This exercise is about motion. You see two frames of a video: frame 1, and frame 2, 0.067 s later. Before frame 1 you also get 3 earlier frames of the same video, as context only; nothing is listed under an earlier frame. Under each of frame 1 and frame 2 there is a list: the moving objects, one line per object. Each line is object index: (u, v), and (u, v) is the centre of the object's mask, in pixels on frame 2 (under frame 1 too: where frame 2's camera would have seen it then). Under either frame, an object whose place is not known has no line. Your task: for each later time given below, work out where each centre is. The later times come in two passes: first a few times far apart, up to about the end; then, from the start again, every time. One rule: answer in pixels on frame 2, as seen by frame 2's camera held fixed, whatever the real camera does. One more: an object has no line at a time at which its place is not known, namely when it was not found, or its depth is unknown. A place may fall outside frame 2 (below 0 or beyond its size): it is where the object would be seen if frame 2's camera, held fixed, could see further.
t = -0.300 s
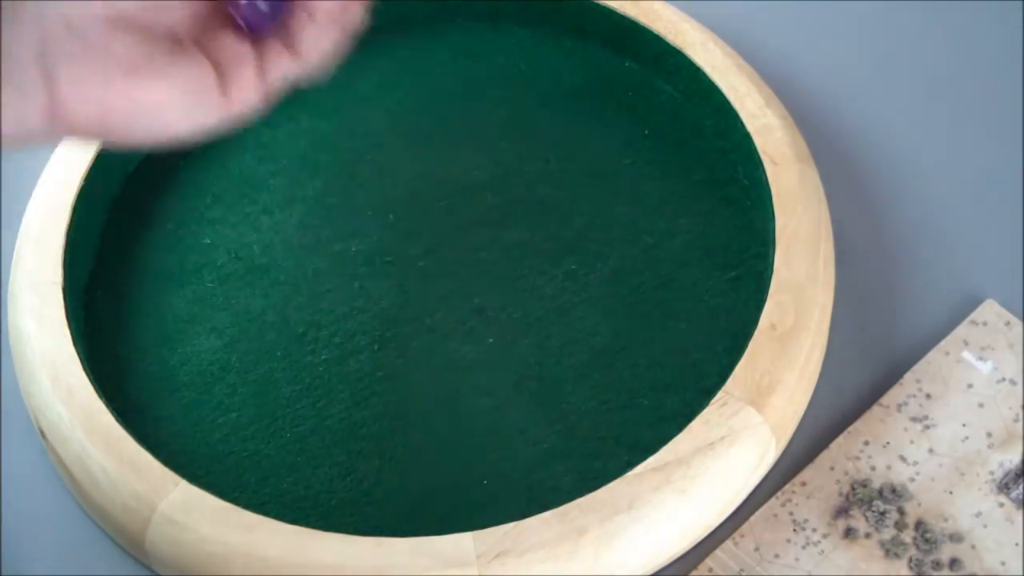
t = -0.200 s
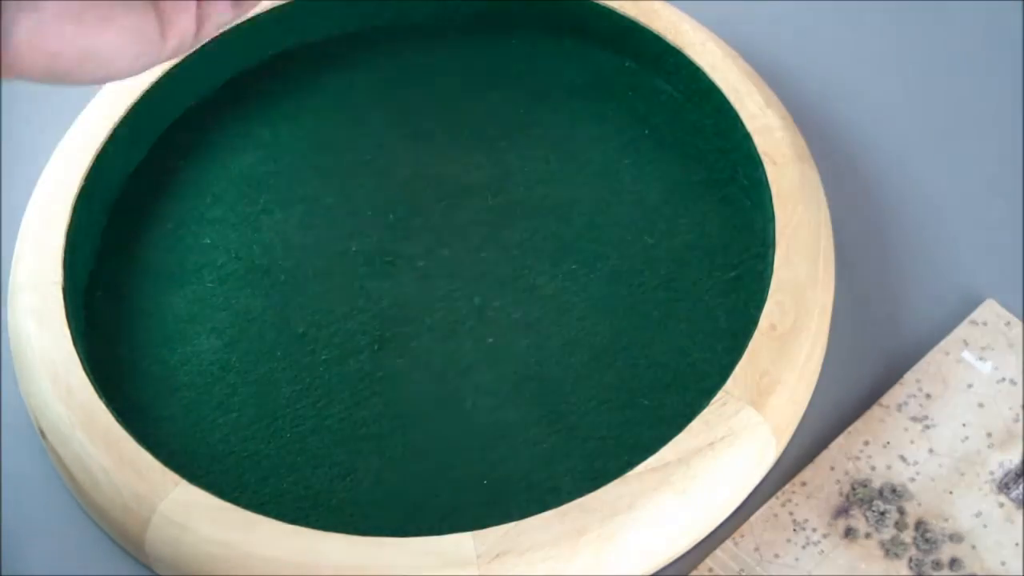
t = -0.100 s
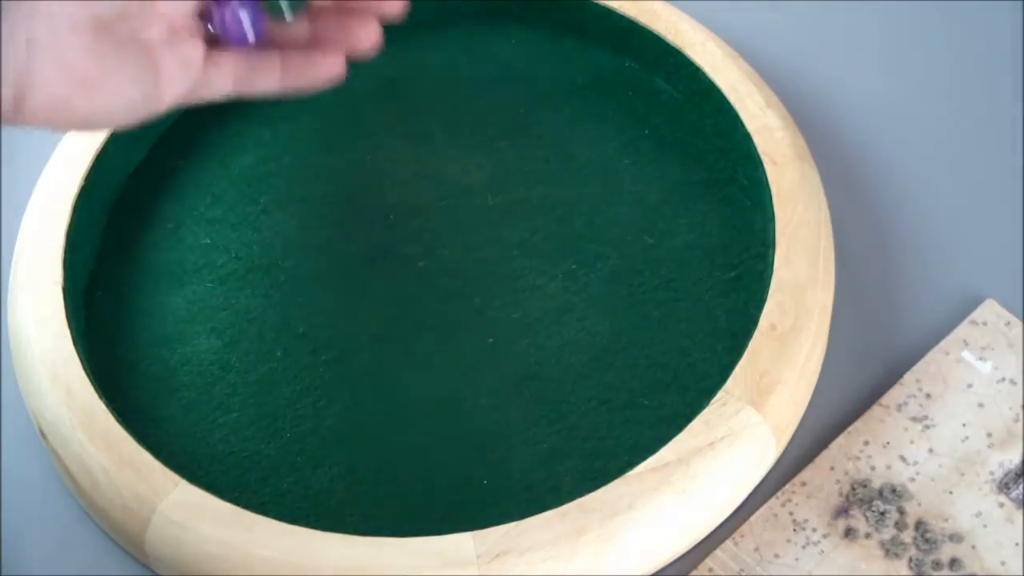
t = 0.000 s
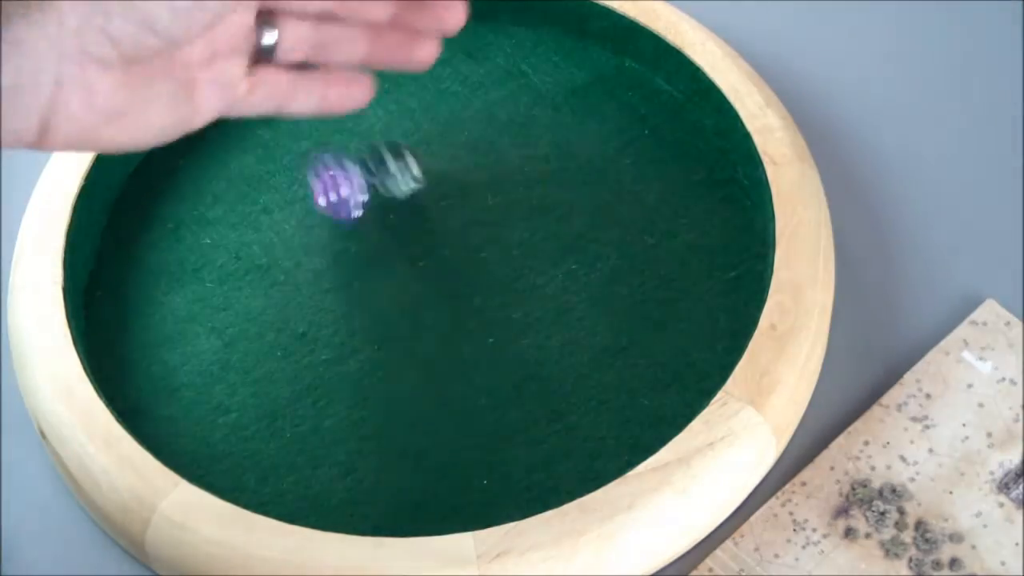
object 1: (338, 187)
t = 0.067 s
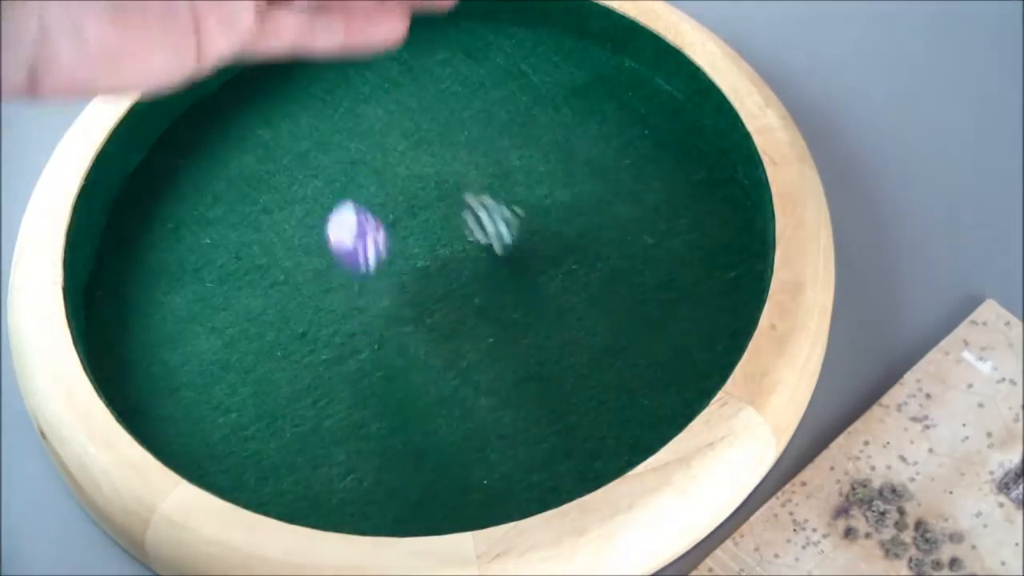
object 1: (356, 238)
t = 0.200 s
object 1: (425, 391)
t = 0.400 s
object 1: (493, 509)
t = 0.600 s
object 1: (497, 507)
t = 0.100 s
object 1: (373, 292)
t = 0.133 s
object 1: (389, 324)
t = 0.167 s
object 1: (406, 357)
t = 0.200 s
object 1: (425, 391)
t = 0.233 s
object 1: (441, 416)
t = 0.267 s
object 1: (455, 443)
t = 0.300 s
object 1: (468, 473)
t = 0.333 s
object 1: (480, 493)
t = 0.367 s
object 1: (489, 505)
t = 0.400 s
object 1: (493, 509)
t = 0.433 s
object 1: (494, 508)
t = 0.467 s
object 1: (498, 508)
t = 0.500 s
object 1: (497, 506)
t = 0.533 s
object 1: (497, 507)
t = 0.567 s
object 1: (497, 507)
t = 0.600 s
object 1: (497, 507)
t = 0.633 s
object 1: (497, 507)
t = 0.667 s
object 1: (497, 507)
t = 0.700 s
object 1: (497, 507)
